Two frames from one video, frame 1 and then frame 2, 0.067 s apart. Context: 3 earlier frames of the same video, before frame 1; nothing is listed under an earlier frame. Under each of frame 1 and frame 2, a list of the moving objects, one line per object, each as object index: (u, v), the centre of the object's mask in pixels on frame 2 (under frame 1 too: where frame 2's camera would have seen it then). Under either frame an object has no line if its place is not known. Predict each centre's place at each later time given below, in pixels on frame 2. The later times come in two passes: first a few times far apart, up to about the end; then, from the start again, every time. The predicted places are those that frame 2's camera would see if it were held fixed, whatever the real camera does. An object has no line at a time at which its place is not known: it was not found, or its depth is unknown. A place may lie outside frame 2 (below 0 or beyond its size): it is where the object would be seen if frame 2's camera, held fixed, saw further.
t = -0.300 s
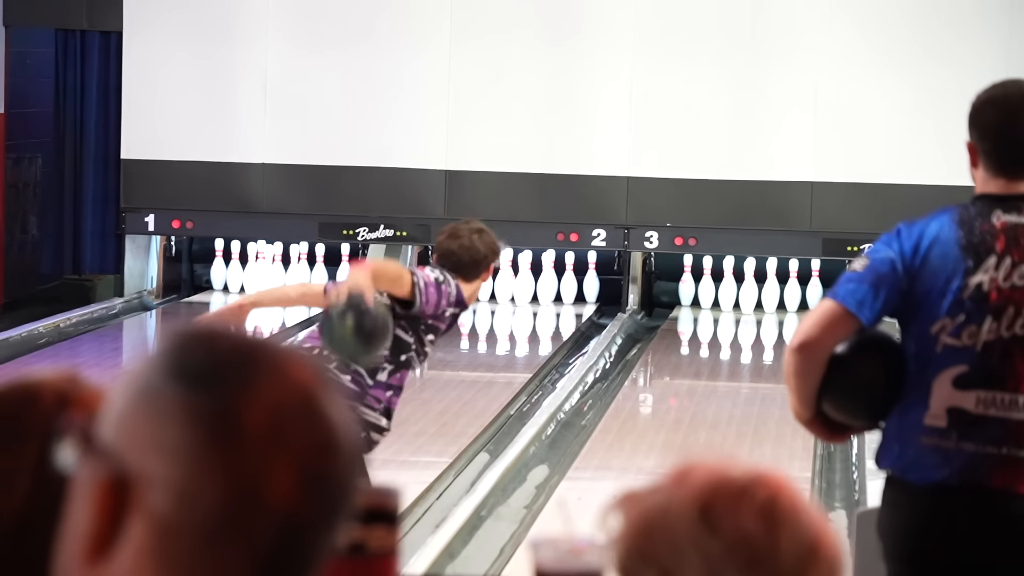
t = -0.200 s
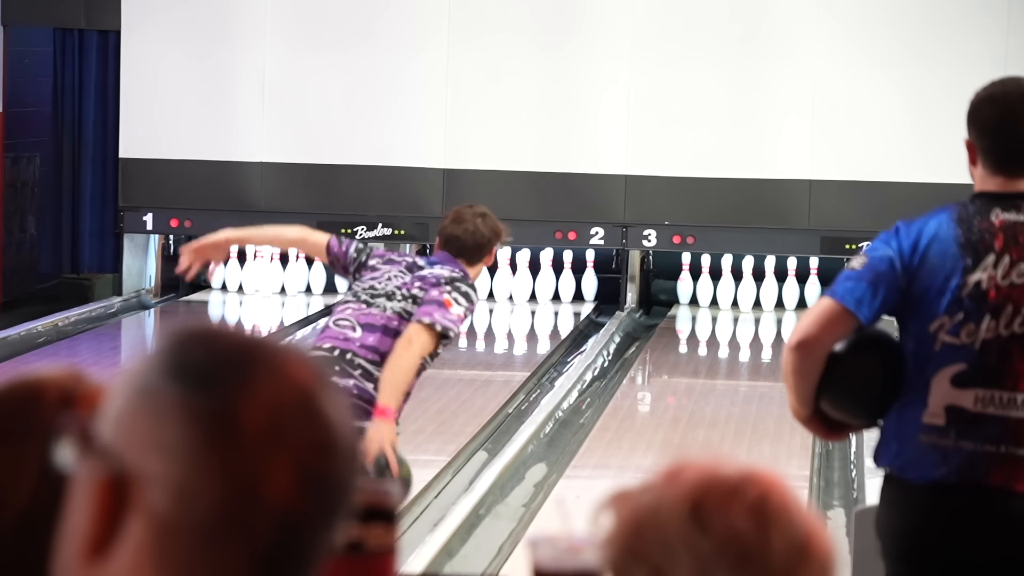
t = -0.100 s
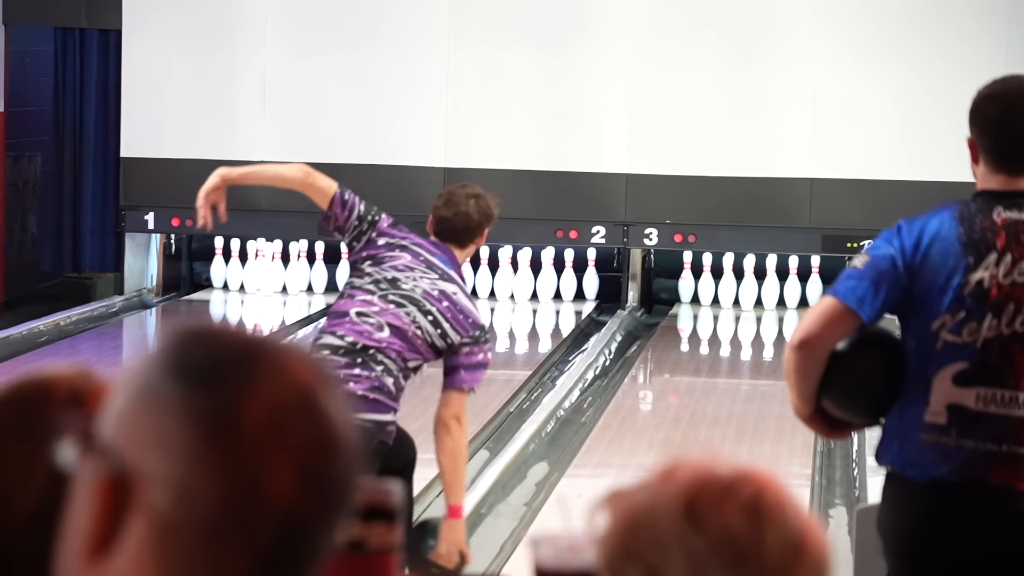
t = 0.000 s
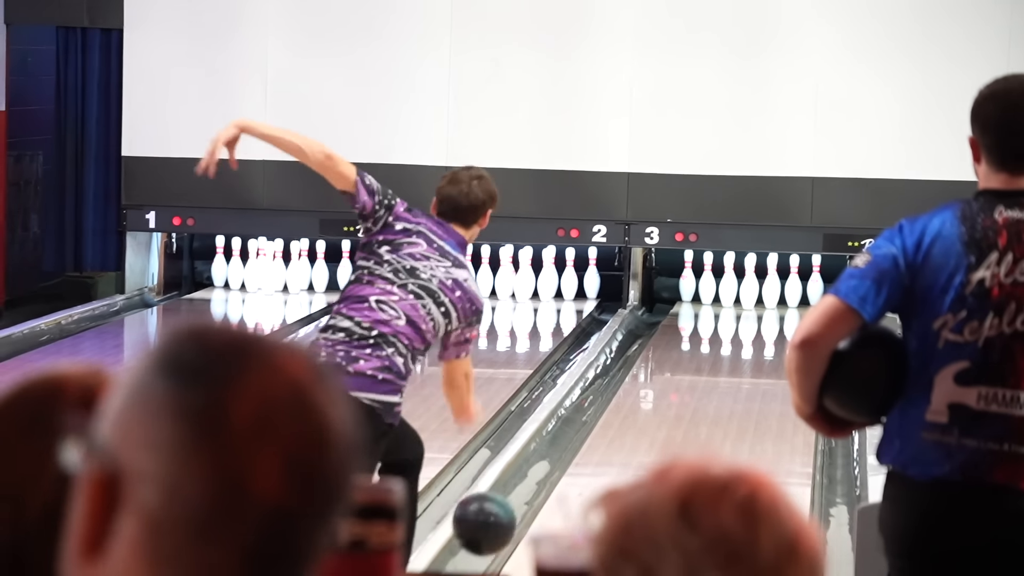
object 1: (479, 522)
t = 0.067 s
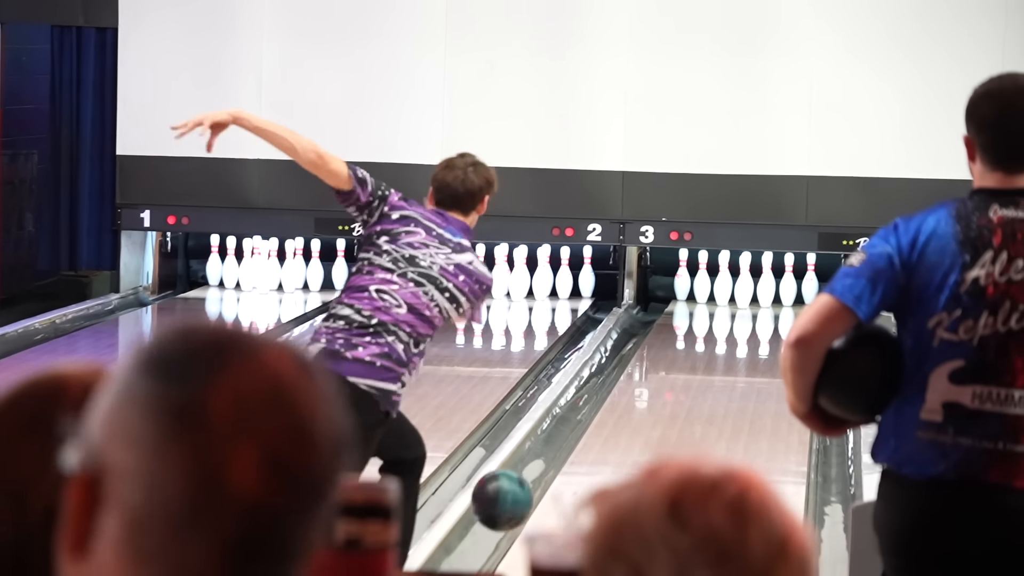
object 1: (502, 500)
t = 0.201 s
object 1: (544, 496)
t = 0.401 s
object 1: (590, 474)
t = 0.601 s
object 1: (642, 448)
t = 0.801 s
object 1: (681, 428)
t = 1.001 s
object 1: (713, 404)
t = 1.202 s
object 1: (738, 382)
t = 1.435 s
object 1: (760, 360)
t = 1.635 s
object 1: (770, 341)
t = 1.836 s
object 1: (777, 325)
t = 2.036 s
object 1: (779, 314)
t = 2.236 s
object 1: (770, 306)
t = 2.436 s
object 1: (752, 295)
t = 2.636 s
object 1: (747, 289)
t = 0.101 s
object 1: (513, 495)
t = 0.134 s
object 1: (524, 492)
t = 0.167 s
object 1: (534, 493)
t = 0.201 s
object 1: (544, 496)
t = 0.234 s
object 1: (552, 502)
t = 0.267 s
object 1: (552, 504)
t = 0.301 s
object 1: (562, 495)
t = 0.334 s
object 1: (572, 488)
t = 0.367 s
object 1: (581, 480)
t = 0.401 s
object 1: (590, 474)
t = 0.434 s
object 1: (598, 469)
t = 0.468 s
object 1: (607, 464)
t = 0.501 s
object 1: (616, 459)
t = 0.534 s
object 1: (625, 455)
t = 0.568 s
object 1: (633, 451)
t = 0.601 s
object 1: (642, 448)
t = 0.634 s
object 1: (649, 443)
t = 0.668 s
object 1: (656, 443)
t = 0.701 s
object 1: (663, 440)
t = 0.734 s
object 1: (669, 435)
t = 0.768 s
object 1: (675, 432)
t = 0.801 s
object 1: (681, 428)
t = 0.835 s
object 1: (686, 424)
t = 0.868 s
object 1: (692, 420)
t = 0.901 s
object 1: (697, 416)
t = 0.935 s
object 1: (703, 412)
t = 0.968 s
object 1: (708, 408)
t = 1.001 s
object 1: (713, 404)
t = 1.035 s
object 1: (717, 400)
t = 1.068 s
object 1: (722, 396)
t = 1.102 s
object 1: (726, 393)
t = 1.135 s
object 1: (730, 389)
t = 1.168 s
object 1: (734, 386)
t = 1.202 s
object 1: (738, 382)
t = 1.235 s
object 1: (742, 379)
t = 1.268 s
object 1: (746, 376)
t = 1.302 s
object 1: (749, 372)
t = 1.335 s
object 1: (752, 369)
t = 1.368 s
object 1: (755, 366)
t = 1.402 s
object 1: (758, 363)
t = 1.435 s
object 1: (760, 360)
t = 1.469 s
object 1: (762, 357)
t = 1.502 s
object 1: (763, 354)
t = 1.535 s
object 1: (765, 351)
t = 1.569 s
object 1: (767, 347)
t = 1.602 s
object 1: (768, 344)
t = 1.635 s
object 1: (770, 341)
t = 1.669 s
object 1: (771, 339)
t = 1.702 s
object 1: (772, 335)
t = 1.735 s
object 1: (774, 332)
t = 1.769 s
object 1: (775, 330)
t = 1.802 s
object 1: (776, 328)
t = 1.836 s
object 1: (777, 325)
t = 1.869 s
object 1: (778, 323)
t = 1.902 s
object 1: (778, 321)
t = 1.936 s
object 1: (778, 319)
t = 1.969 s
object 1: (779, 317)
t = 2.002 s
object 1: (779, 316)
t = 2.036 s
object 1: (779, 314)
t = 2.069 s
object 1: (778, 313)
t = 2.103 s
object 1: (778, 312)
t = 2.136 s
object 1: (777, 311)
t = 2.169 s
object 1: (775, 309)
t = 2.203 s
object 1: (773, 307)
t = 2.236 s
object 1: (770, 306)
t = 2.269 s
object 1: (768, 304)
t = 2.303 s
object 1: (765, 302)
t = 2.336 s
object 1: (763, 300)
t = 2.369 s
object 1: (759, 299)
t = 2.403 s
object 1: (756, 297)
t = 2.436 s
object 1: (752, 295)
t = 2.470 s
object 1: (753, 294)
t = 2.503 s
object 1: (752, 293)
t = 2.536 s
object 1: (751, 292)
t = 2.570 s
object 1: (749, 291)
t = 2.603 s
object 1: (748, 290)
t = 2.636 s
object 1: (747, 289)
